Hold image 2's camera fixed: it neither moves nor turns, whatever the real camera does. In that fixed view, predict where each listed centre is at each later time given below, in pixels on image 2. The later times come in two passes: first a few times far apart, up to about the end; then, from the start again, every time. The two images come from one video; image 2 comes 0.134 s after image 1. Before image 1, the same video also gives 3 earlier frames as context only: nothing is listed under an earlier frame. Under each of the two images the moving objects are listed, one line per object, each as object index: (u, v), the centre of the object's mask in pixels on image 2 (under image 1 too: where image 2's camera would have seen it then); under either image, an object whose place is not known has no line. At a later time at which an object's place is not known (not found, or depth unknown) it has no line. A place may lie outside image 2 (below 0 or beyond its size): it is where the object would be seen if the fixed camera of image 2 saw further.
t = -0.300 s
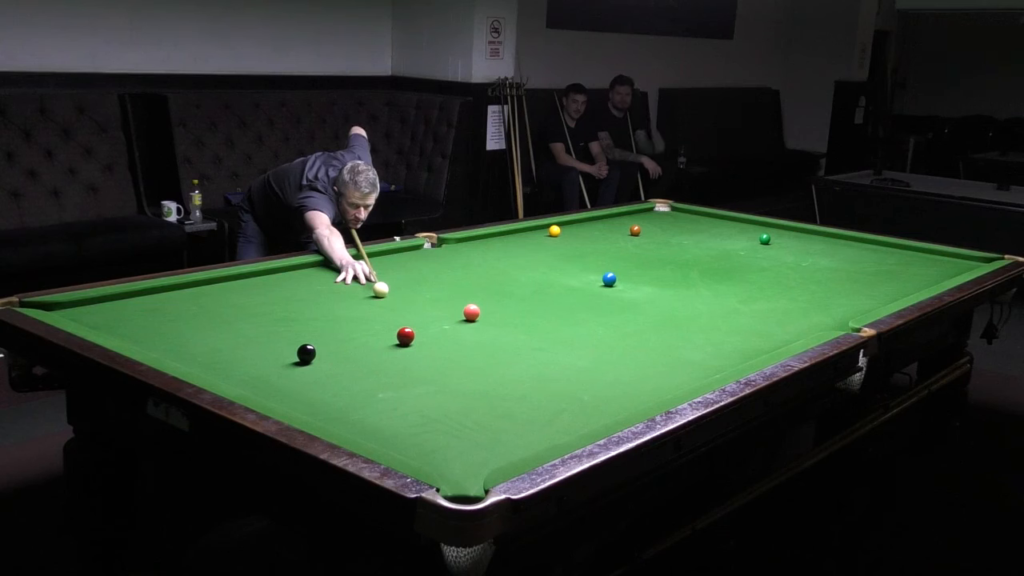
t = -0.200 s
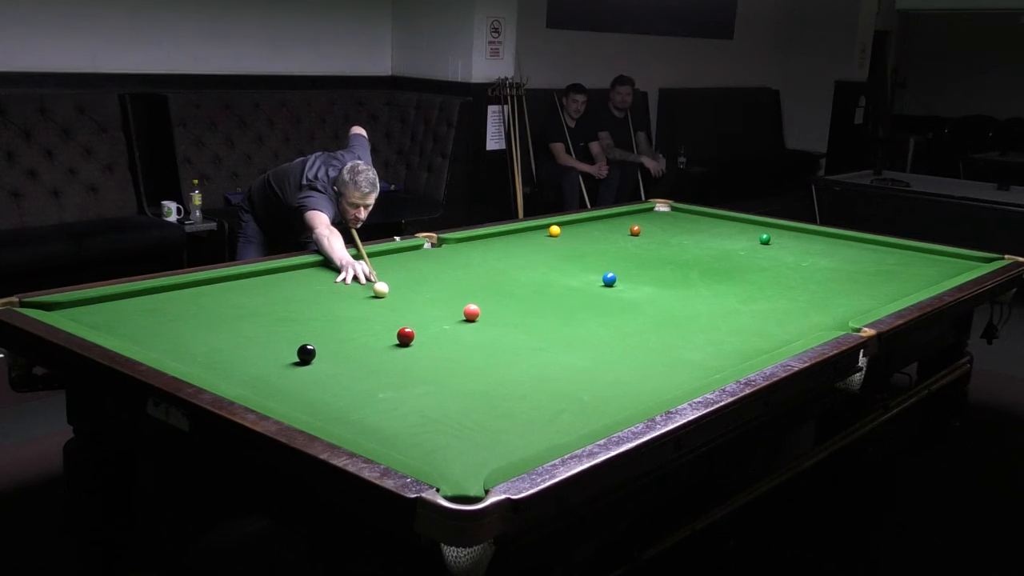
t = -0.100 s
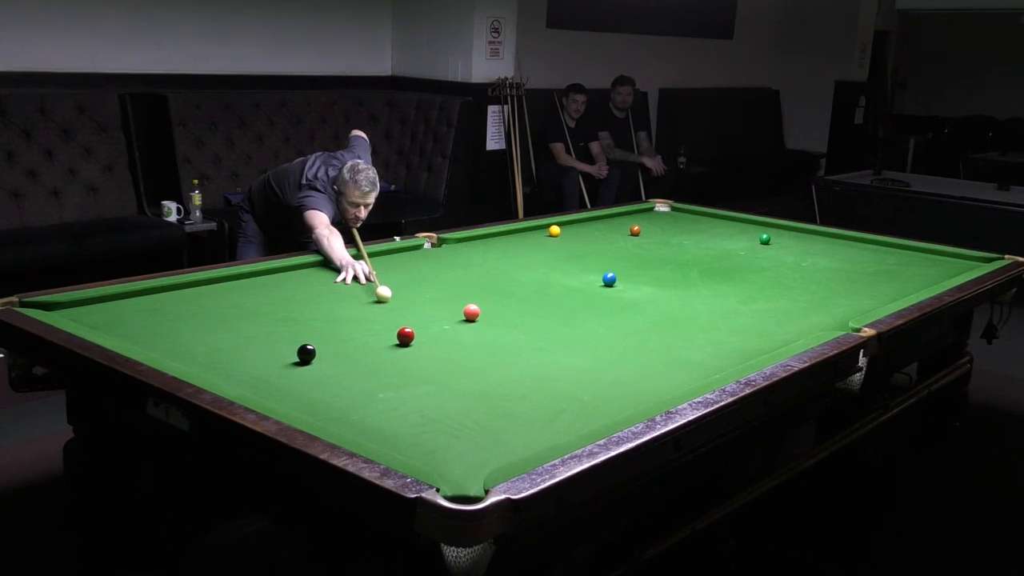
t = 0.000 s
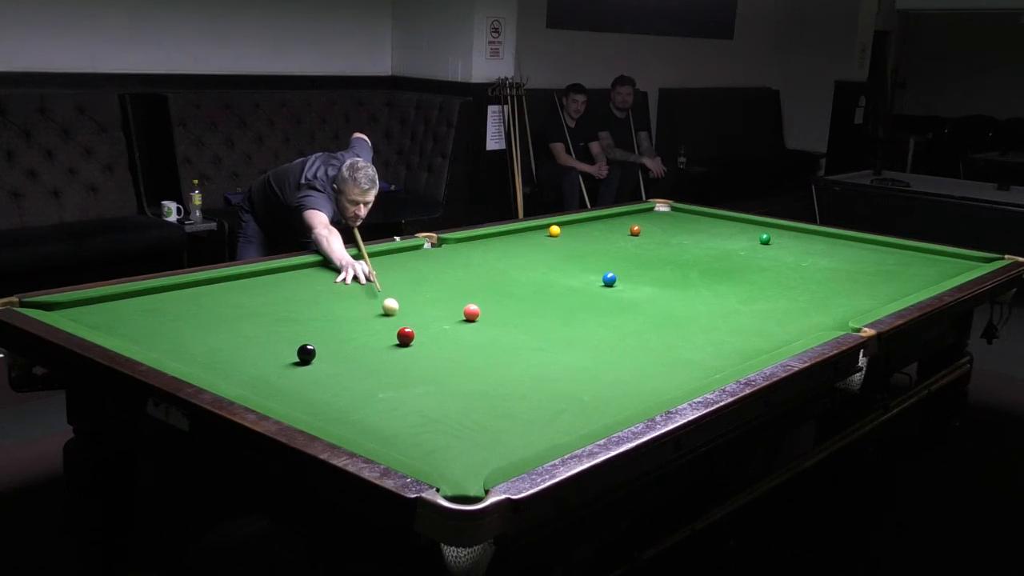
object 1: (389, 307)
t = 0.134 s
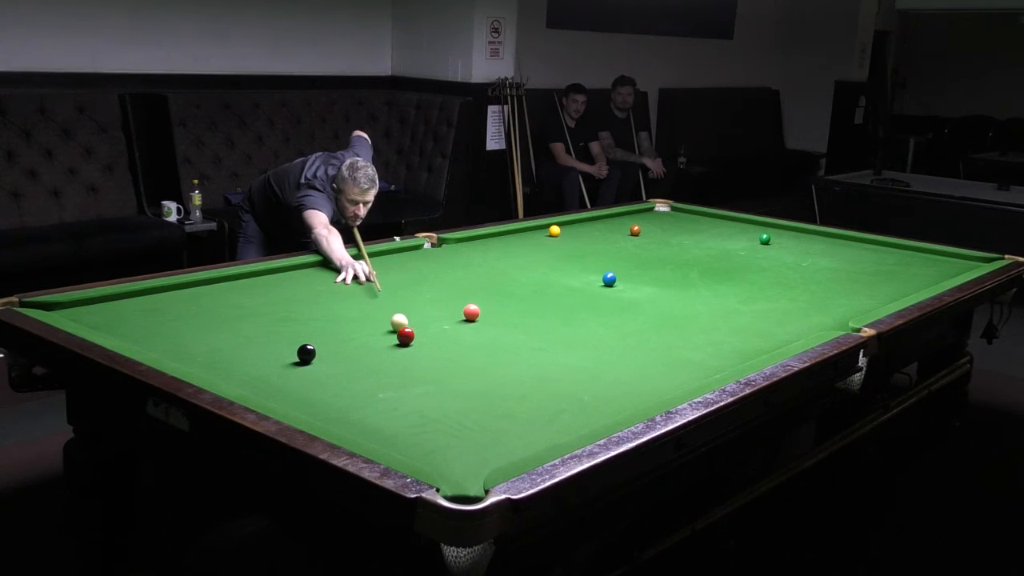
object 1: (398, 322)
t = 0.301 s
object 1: (405, 331)
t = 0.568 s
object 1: (413, 340)
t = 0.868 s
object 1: (422, 349)
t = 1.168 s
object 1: (430, 358)
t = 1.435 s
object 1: (436, 365)
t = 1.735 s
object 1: (444, 372)
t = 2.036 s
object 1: (450, 379)
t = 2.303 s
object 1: (455, 385)
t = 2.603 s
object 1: (461, 390)
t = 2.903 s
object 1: (467, 395)
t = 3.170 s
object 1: (472, 398)
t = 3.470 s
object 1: (476, 401)
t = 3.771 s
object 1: (478, 403)
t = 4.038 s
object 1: (479, 403)
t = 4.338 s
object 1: (479, 403)
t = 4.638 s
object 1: (478, 403)
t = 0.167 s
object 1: (399, 323)
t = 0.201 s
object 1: (402, 326)
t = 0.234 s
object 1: (403, 328)
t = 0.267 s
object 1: (404, 329)
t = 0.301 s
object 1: (405, 331)
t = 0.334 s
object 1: (407, 333)
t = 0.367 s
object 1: (407, 334)
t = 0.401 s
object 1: (408, 335)
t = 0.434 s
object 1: (410, 336)
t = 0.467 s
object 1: (410, 337)
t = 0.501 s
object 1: (411, 338)
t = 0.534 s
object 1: (412, 339)
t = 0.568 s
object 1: (413, 340)
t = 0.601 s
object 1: (414, 341)
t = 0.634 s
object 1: (415, 342)
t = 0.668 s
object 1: (416, 343)
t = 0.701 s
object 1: (417, 344)
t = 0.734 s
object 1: (418, 345)
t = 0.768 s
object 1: (419, 346)
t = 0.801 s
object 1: (420, 347)
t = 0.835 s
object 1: (421, 348)
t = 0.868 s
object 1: (422, 349)
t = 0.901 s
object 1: (422, 350)
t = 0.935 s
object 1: (424, 351)
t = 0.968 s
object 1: (424, 352)
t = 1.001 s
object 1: (425, 353)
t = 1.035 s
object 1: (426, 354)
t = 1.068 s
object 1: (427, 355)
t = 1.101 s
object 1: (428, 356)
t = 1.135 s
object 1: (429, 357)
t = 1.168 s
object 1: (430, 358)
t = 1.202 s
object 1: (430, 358)
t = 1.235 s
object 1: (431, 359)
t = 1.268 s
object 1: (432, 361)
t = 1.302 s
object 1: (433, 361)
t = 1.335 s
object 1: (434, 362)
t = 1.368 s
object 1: (435, 363)
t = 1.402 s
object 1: (435, 364)
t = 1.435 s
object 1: (436, 365)
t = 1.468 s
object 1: (437, 366)
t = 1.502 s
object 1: (438, 366)
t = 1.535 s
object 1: (439, 367)
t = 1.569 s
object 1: (440, 368)
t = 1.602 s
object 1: (440, 369)
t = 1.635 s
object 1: (441, 369)
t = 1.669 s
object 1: (442, 371)
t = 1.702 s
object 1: (443, 371)
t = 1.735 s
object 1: (444, 372)
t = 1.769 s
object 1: (445, 373)
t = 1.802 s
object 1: (445, 374)
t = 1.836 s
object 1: (446, 375)
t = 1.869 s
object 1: (447, 376)
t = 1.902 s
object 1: (447, 376)
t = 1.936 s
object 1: (448, 377)
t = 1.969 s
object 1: (449, 378)
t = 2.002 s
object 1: (449, 378)
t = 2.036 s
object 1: (450, 379)
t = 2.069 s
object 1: (451, 380)
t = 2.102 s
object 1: (451, 381)
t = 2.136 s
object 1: (452, 381)
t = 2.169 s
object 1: (453, 382)
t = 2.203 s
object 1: (454, 383)
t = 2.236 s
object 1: (454, 384)
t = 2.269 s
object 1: (455, 384)
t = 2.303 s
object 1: (455, 385)
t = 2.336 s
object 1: (456, 386)
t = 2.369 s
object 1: (457, 386)
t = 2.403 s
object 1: (457, 387)
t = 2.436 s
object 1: (458, 388)
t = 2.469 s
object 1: (459, 388)
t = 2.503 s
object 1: (459, 389)
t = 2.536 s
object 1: (460, 389)
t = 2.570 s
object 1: (461, 390)
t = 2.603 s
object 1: (461, 390)
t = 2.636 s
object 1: (462, 391)
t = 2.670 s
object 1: (463, 392)
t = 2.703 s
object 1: (463, 392)
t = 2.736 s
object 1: (464, 393)
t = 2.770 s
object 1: (465, 393)
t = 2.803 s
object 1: (465, 394)
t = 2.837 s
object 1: (466, 394)
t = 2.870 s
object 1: (467, 395)
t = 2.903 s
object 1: (467, 395)
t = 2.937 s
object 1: (468, 395)
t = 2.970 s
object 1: (468, 396)
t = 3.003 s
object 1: (469, 396)
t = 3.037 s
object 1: (469, 397)
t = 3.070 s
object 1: (470, 397)
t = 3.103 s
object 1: (470, 398)
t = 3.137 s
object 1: (471, 398)
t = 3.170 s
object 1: (472, 398)
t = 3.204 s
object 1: (472, 399)
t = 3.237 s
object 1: (473, 399)
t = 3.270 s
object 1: (473, 399)
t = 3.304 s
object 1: (473, 400)
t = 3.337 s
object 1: (474, 400)
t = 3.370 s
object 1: (475, 400)
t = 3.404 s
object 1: (475, 401)
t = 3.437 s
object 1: (475, 401)
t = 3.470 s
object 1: (476, 401)
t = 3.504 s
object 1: (476, 401)
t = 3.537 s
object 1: (476, 401)
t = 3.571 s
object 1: (477, 402)
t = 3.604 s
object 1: (477, 402)
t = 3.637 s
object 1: (477, 402)
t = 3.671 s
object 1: (478, 402)
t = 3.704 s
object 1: (478, 402)
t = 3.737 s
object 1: (478, 402)
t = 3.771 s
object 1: (478, 403)
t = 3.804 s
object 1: (478, 403)
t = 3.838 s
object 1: (478, 403)
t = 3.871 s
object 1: (478, 403)
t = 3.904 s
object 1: (478, 403)
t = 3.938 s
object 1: (479, 403)
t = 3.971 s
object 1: (479, 403)
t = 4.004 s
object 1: (479, 403)
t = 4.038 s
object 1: (479, 403)
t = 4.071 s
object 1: (479, 403)
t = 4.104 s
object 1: (479, 403)
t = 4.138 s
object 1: (479, 403)
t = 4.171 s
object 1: (479, 403)
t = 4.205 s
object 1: (479, 403)
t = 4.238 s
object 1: (479, 403)
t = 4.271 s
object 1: (478, 403)
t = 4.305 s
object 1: (479, 403)
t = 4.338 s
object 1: (479, 403)
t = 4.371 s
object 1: (479, 403)
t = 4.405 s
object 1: (478, 403)
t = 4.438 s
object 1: (478, 403)
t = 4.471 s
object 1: (478, 403)
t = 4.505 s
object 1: (478, 403)
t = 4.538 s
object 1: (478, 403)
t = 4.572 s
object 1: (478, 403)
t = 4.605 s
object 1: (478, 403)
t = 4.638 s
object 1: (478, 403)
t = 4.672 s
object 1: (478, 403)
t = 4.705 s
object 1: (478, 403)
